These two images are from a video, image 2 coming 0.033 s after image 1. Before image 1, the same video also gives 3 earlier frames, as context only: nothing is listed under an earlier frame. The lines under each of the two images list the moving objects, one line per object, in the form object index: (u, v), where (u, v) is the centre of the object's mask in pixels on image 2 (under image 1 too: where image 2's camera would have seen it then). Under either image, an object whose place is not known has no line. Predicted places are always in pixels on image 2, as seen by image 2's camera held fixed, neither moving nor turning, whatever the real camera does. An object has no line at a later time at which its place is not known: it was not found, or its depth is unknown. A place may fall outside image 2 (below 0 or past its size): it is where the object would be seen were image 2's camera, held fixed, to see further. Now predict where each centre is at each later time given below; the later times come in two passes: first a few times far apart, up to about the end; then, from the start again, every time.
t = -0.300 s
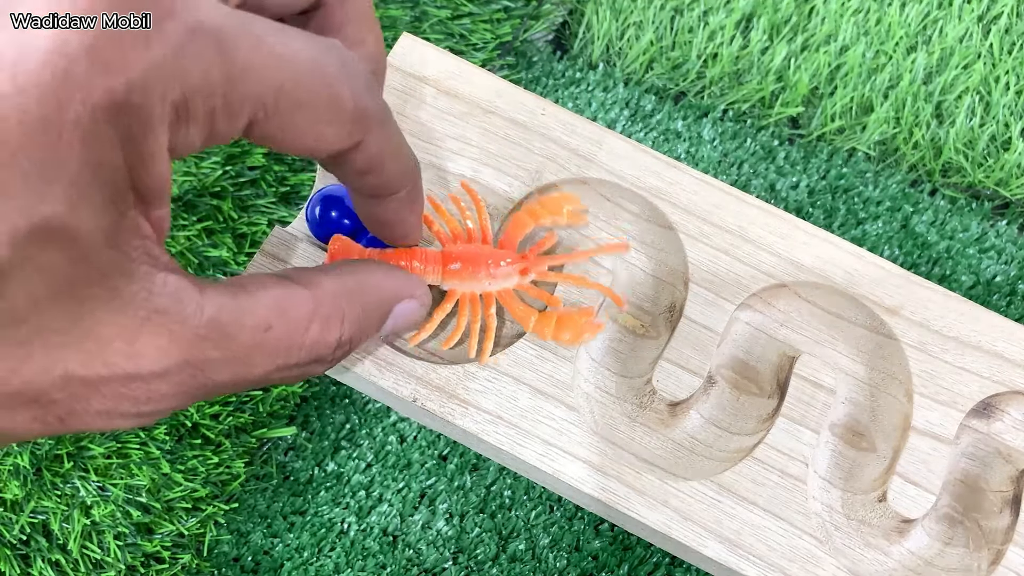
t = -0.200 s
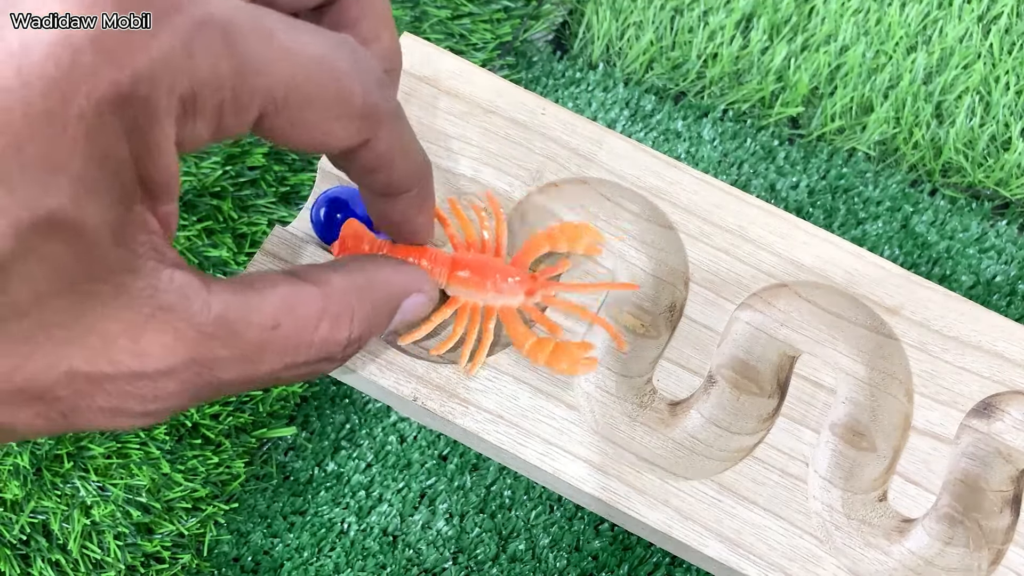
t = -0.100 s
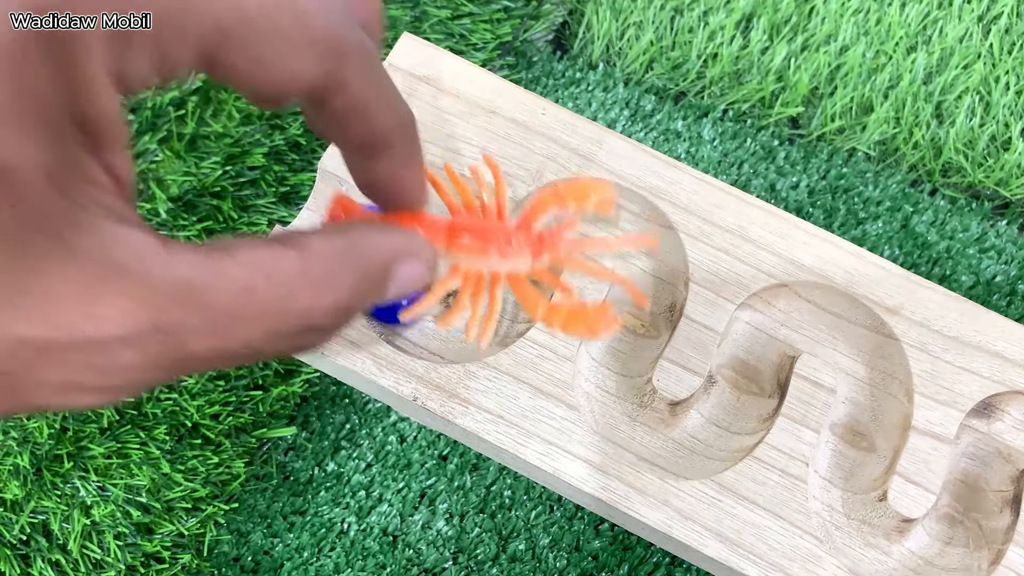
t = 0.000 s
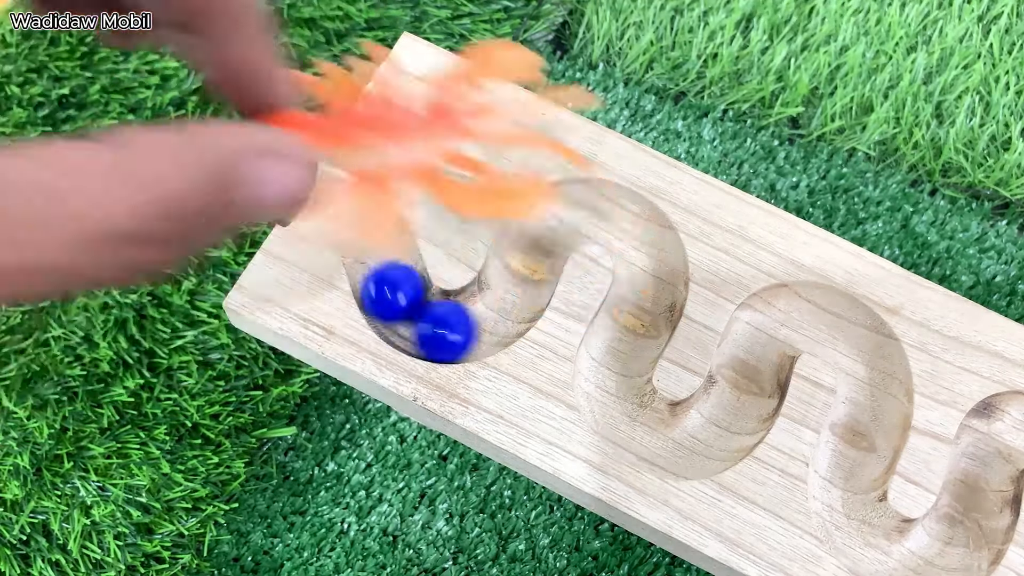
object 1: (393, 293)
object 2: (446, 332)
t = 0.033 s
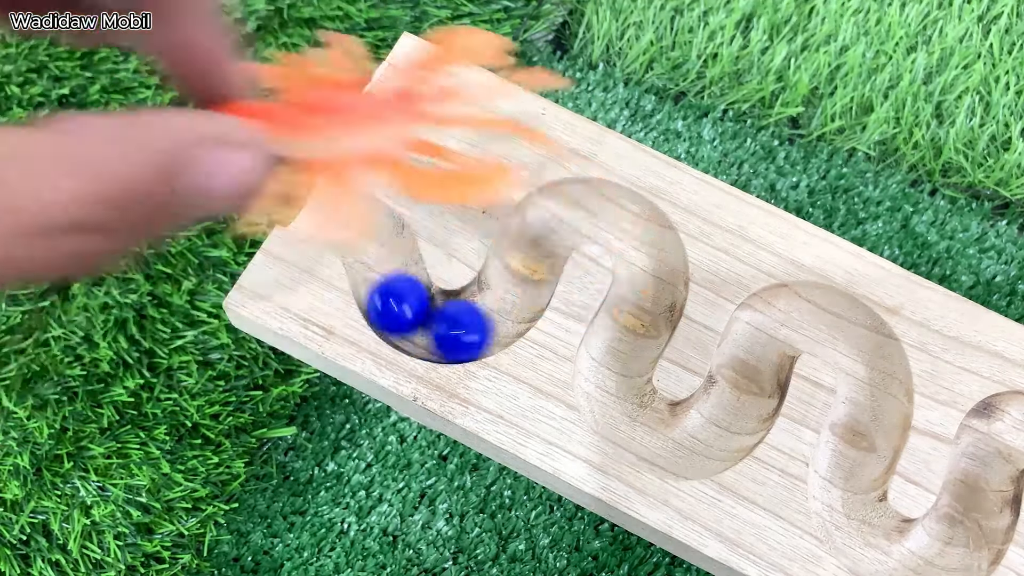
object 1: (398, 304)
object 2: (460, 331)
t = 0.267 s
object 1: (547, 225)
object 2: (632, 225)
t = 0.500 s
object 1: (640, 321)
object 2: (672, 445)
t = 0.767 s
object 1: (754, 378)
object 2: (870, 351)
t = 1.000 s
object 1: (876, 416)
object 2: (921, 557)
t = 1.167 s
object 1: (902, 554)
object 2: (1004, 424)
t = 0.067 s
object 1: (434, 329)
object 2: (503, 310)
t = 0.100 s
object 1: (470, 329)
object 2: (524, 282)
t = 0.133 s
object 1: (486, 322)
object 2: (528, 268)
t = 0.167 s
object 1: (521, 285)
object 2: (537, 228)
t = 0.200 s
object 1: (527, 261)
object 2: (559, 210)
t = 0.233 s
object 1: (530, 250)
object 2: (577, 206)
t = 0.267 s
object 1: (547, 225)
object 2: (632, 225)
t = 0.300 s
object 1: (564, 213)
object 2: (656, 259)
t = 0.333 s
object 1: (575, 208)
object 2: (657, 282)
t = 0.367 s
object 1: (609, 215)
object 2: (630, 337)
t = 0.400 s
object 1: (639, 231)
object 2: (608, 371)
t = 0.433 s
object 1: (649, 244)
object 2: (607, 386)
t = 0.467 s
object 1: (654, 291)
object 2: (637, 428)
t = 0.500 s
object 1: (640, 321)
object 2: (672, 445)
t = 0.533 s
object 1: (631, 335)
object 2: (692, 443)
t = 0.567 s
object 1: (611, 379)
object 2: (739, 409)
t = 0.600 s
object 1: (615, 406)
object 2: (754, 377)
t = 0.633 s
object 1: (624, 417)
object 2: (756, 359)
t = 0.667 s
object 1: (672, 445)
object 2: (773, 319)
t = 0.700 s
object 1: (710, 437)
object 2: (804, 312)
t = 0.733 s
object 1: (724, 426)
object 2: (820, 315)
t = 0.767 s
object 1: (754, 378)
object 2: (870, 351)
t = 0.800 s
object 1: (759, 343)
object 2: (881, 388)
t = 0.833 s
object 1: (763, 327)
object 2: (879, 408)
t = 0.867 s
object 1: (800, 313)
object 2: (855, 461)
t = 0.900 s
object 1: (830, 318)
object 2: (842, 497)
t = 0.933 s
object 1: (847, 328)
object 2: (845, 512)
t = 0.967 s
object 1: (880, 376)
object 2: (881, 550)
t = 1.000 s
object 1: (876, 416)
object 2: (921, 557)
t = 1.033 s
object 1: (868, 434)
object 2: (941, 554)
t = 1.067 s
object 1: (844, 483)
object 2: (979, 518)
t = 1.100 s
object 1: (846, 514)
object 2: (987, 479)
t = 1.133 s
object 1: (855, 529)
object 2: (989, 459)
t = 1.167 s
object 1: (902, 554)
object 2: (1004, 424)
